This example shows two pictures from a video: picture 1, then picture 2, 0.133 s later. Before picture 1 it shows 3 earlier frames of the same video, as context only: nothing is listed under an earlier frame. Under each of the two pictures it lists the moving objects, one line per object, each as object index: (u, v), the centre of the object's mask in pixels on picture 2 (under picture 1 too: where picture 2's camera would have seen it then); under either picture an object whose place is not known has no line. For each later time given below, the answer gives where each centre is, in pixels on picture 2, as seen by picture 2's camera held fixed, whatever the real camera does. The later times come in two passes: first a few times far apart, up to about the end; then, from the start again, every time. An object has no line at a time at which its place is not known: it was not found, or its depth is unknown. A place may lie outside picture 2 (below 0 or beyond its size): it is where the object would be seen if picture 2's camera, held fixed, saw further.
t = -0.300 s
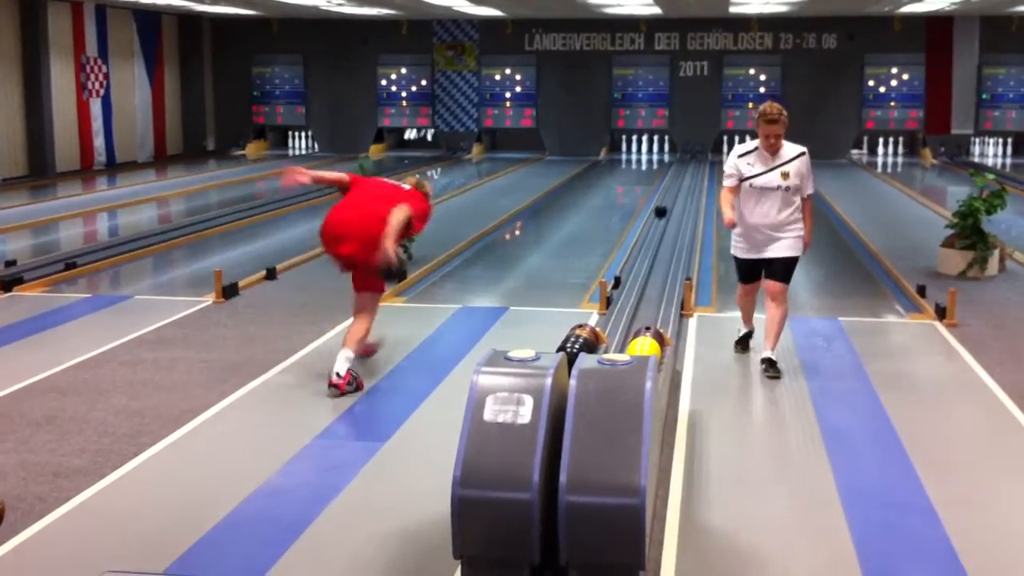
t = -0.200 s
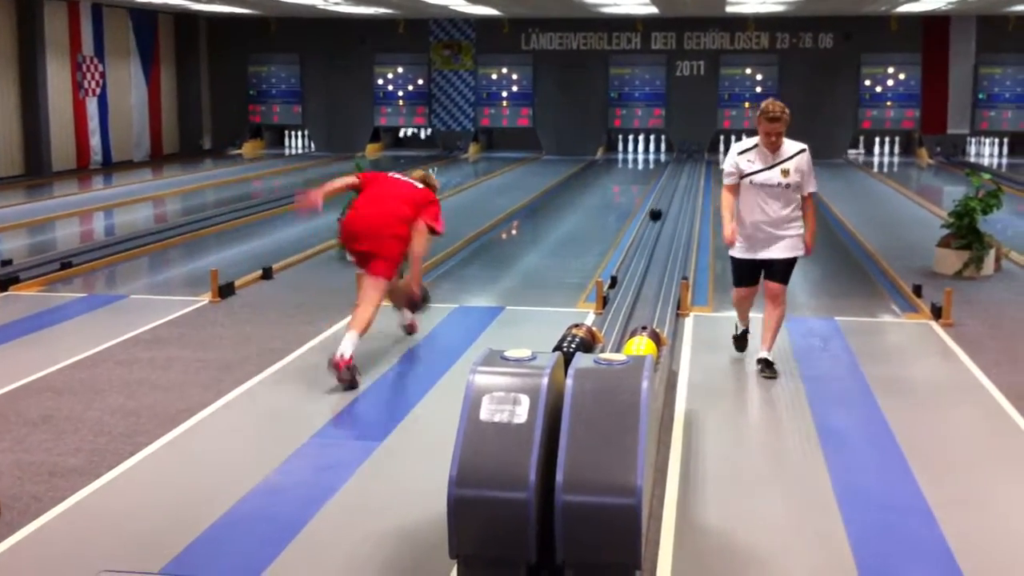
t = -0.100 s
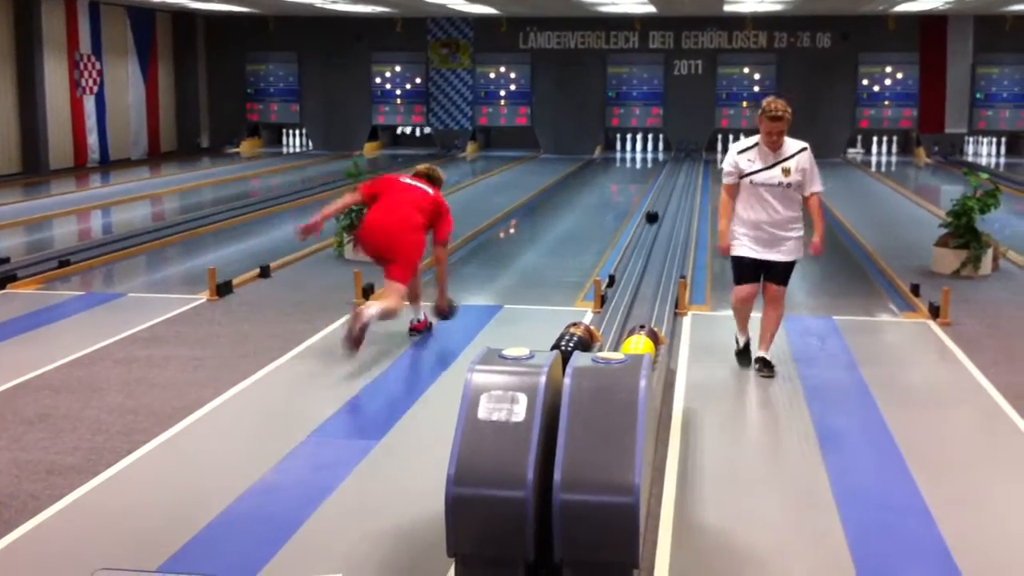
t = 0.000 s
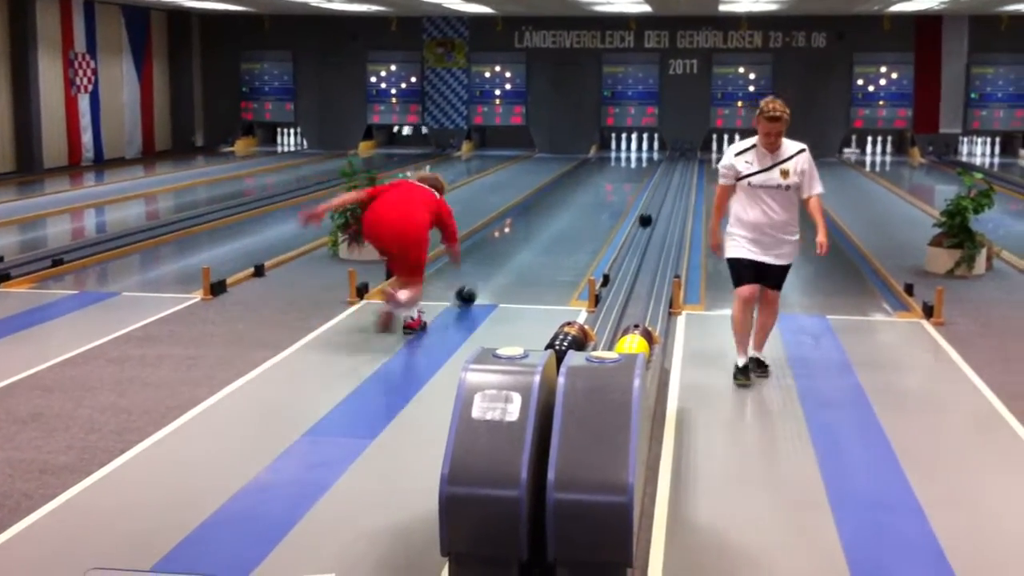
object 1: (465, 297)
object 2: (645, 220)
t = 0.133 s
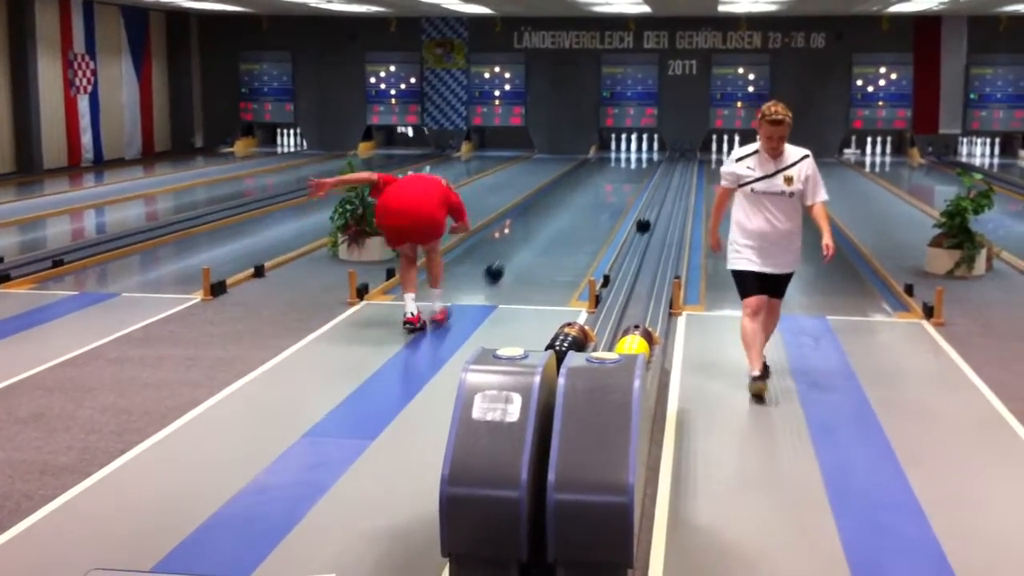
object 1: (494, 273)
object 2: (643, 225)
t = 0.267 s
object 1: (516, 253)
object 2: (641, 230)
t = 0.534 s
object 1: (549, 224)
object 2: (635, 242)
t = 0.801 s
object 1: (573, 203)
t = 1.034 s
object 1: (588, 189)
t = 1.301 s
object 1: (602, 177)
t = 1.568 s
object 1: (613, 168)
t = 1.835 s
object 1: (621, 161)
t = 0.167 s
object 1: (500, 266)
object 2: (642, 226)
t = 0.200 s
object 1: (505, 262)
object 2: (642, 228)
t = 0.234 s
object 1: (511, 258)
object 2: (641, 229)
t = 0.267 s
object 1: (516, 253)
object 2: (641, 230)
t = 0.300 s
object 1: (521, 248)
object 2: (640, 232)
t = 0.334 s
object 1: (526, 244)
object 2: (639, 233)
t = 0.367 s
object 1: (530, 241)
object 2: (639, 234)
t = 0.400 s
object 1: (534, 236)
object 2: (638, 236)
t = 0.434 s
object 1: (538, 233)
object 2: (637, 237)
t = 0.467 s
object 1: (542, 230)
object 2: (637, 238)
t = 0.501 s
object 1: (546, 226)
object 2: (636, 240)
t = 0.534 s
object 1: (549, 224)
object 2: (635, 242)
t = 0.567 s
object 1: (553, 221)
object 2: (635, 243)
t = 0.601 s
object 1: (556, 218)
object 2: (634, 244)
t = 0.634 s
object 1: (559, 215)
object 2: (634, 246)
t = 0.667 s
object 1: (562, 213)
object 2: (633, 248)
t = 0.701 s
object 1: (565, 210)
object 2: (632, 250)
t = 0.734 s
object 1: (568, 207)
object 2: (631, 251)
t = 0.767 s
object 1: (571, 205)
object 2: (631, 253)
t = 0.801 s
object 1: (573, 203)
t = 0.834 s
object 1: (575, 201)
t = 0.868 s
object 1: (577, 199)
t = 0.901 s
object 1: (580, 197)
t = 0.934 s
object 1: (582, 195)
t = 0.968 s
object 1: (584, 193)
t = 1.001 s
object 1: (586, 191)
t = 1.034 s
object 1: (588, 189)
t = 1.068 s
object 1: (590, 188)
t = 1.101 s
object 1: (591, 186)
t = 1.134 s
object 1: (593, 185)
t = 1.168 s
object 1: (595, 183)
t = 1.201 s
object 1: (597, 182)
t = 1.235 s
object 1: (599, 180)
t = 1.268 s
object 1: (600, 179)
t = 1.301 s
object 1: (602, 177)
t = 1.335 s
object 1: (603, 176)
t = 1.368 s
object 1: (605, 175)
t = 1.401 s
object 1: (606, 174)
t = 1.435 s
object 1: (608, 173)
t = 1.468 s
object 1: (609, 172)
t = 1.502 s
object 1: (609, 171)
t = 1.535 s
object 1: (610, 170)
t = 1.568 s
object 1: (613, 168)
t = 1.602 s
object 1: (614, 167)
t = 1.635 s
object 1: (614, 166)
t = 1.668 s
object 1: (615, 166)
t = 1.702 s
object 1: (617, 163)
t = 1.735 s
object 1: (618, 163)
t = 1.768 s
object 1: (619, 162)
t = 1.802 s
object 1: (620, 162)
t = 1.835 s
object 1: (621, 161)
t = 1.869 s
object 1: (622, 161)
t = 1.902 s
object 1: (623, 159)
